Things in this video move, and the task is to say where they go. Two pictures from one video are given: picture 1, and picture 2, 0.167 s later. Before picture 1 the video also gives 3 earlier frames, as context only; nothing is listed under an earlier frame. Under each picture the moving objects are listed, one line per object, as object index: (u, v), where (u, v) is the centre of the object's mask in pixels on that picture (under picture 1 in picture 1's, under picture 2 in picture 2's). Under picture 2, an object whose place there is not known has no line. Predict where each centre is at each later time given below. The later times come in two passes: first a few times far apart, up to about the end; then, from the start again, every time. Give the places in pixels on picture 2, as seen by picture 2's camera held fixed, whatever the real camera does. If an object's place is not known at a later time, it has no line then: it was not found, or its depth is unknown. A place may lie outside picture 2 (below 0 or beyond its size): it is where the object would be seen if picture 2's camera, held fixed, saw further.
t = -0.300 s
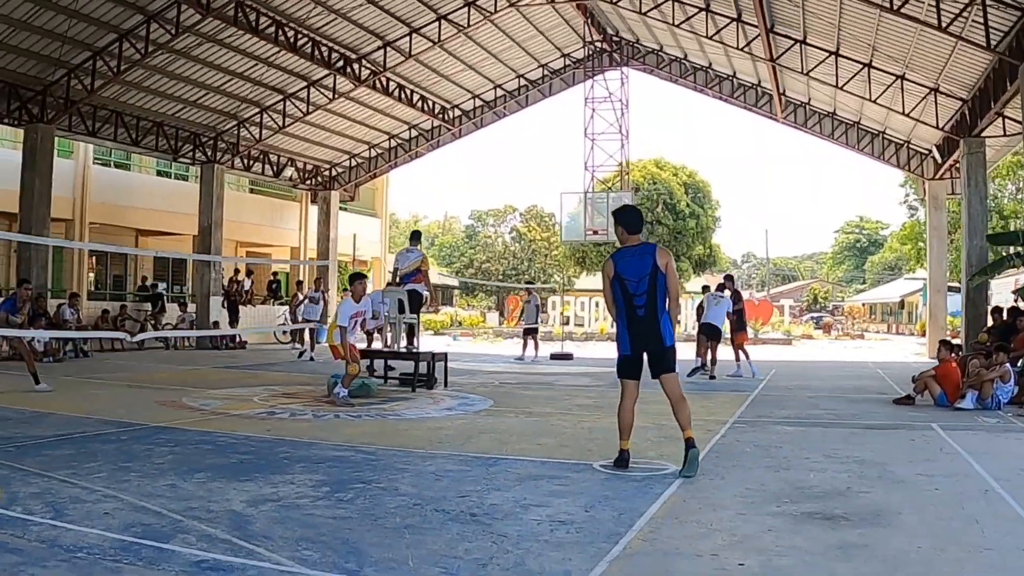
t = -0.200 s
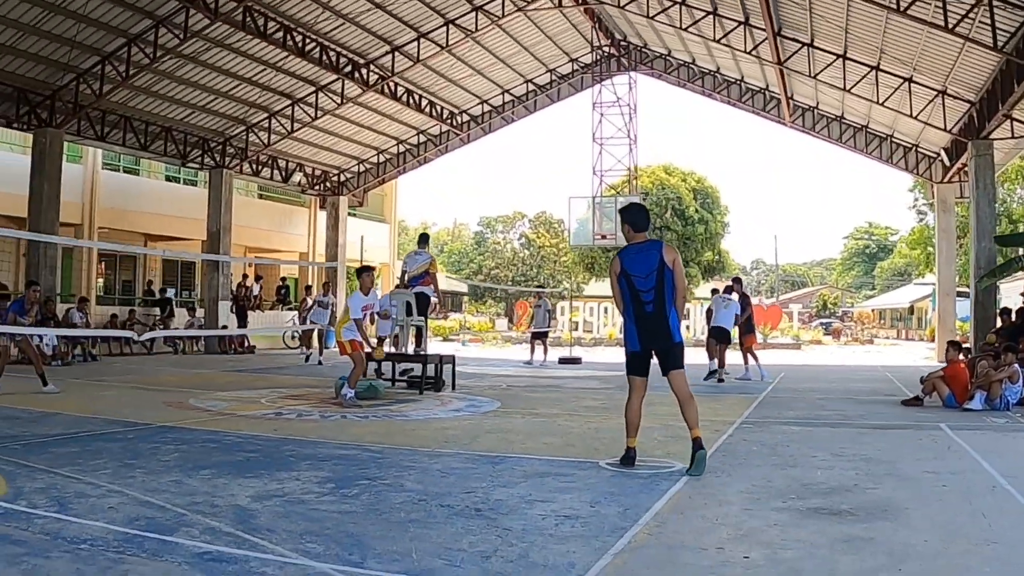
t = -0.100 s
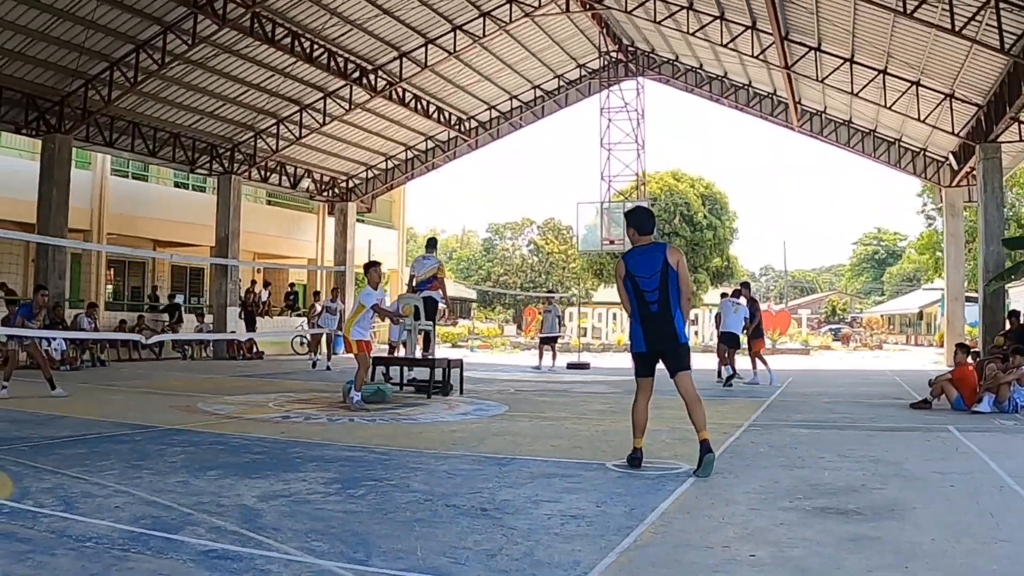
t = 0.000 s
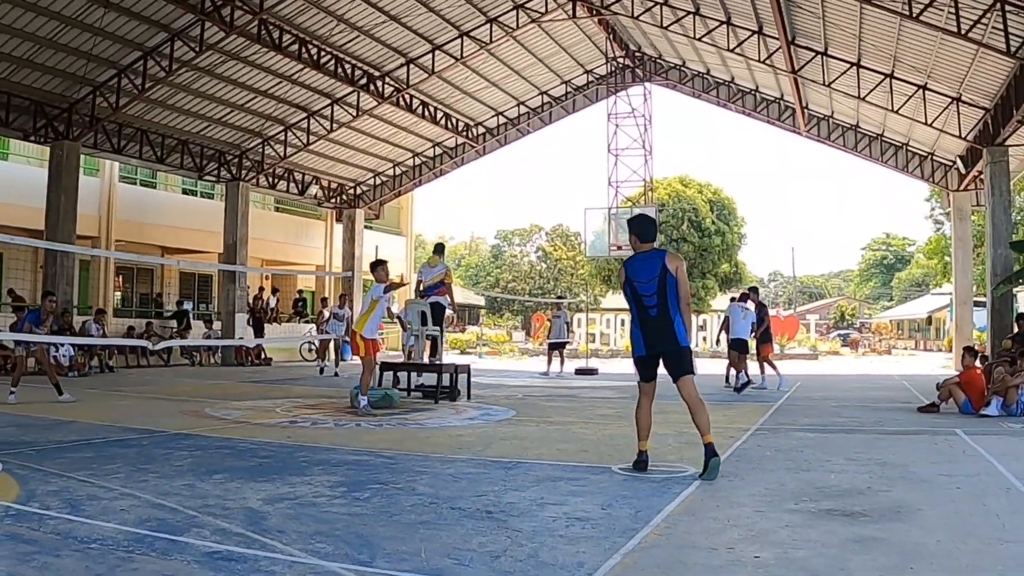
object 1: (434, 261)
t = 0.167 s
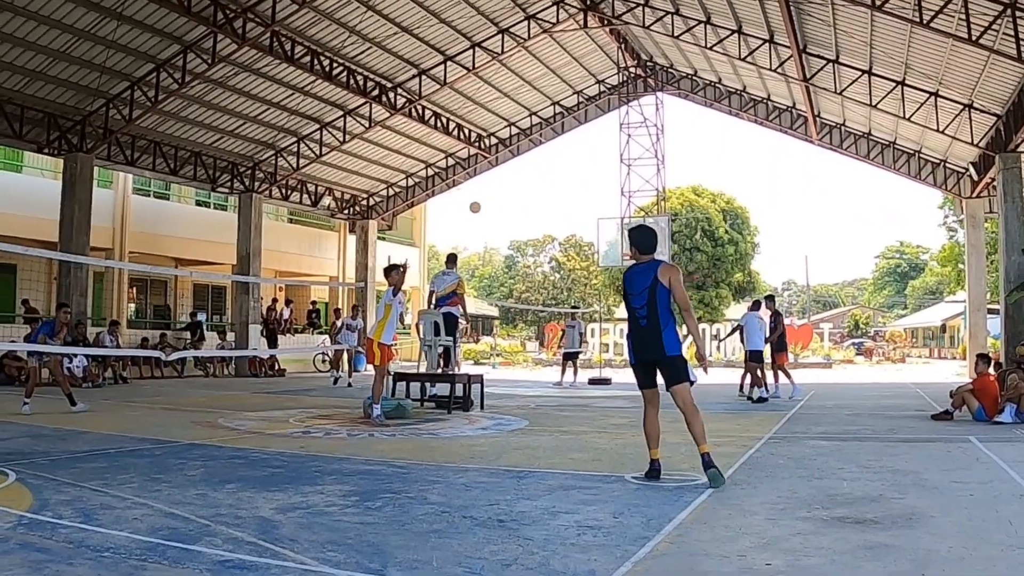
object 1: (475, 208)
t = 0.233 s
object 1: (489, 185)
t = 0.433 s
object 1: (534, 143)
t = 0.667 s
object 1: (590, 145)
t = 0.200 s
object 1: (482, 196)
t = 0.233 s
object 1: (489, 185)
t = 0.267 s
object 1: (496, 175)
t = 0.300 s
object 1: (503, 167)
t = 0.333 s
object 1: (510, 159)
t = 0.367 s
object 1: (517, 152)
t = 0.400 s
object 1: (525, 146)
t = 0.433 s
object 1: (534, 143)
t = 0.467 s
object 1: (541, 140)
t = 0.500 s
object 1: (549, 138)
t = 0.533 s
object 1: (557, 136)
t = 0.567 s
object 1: (565, 136)
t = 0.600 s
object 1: (574, 138)
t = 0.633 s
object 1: (582, 141)
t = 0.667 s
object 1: (590, 145)
